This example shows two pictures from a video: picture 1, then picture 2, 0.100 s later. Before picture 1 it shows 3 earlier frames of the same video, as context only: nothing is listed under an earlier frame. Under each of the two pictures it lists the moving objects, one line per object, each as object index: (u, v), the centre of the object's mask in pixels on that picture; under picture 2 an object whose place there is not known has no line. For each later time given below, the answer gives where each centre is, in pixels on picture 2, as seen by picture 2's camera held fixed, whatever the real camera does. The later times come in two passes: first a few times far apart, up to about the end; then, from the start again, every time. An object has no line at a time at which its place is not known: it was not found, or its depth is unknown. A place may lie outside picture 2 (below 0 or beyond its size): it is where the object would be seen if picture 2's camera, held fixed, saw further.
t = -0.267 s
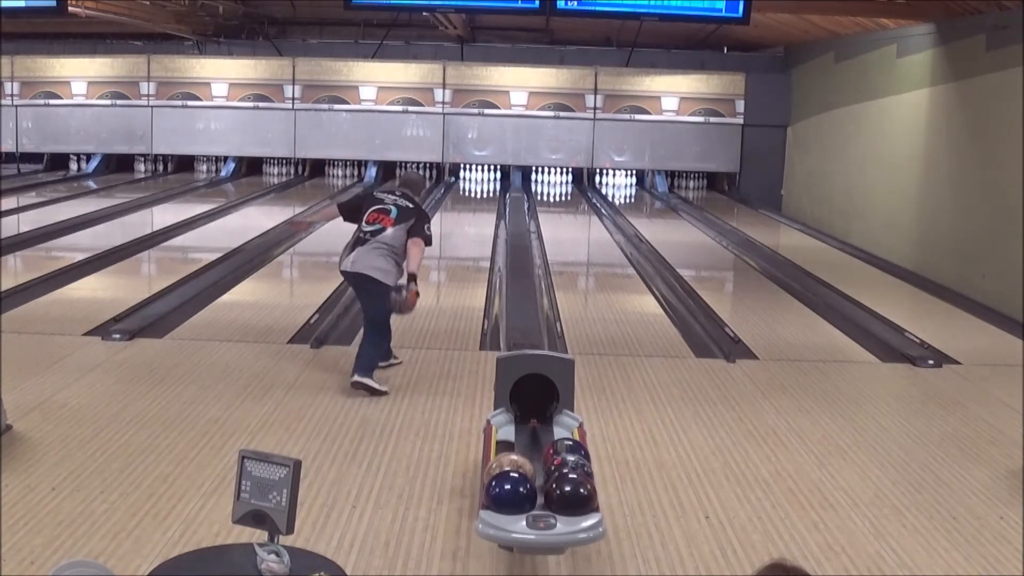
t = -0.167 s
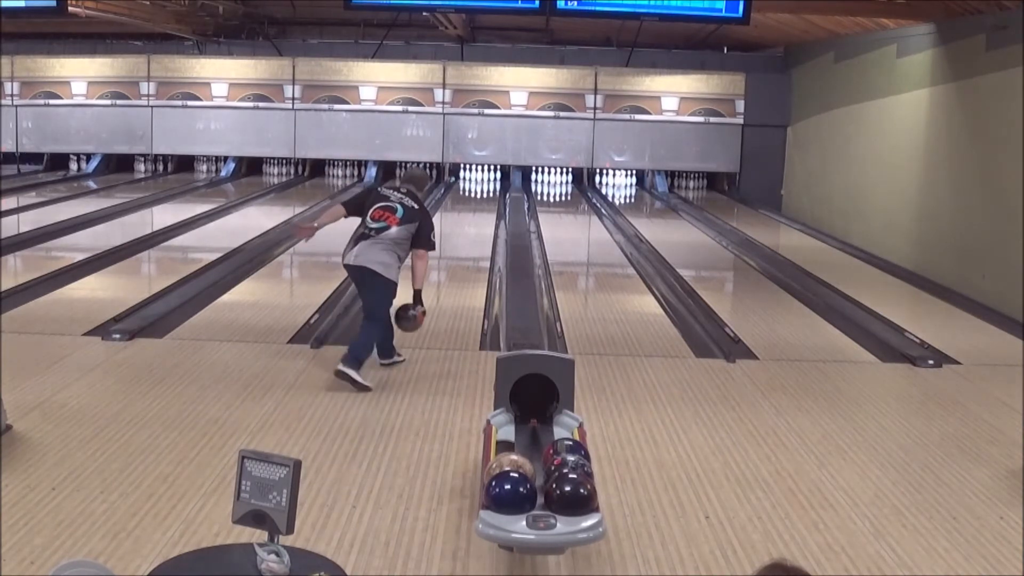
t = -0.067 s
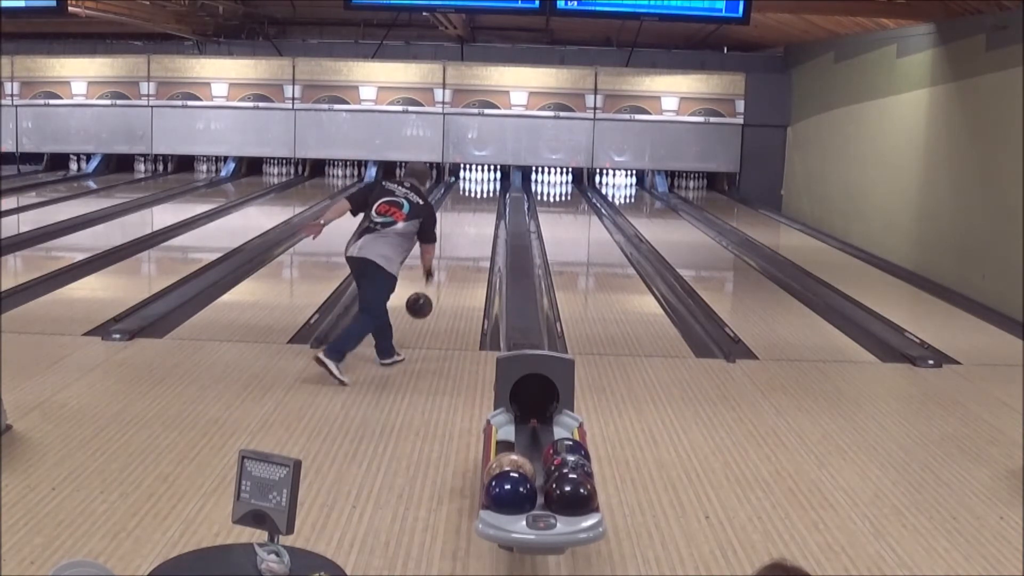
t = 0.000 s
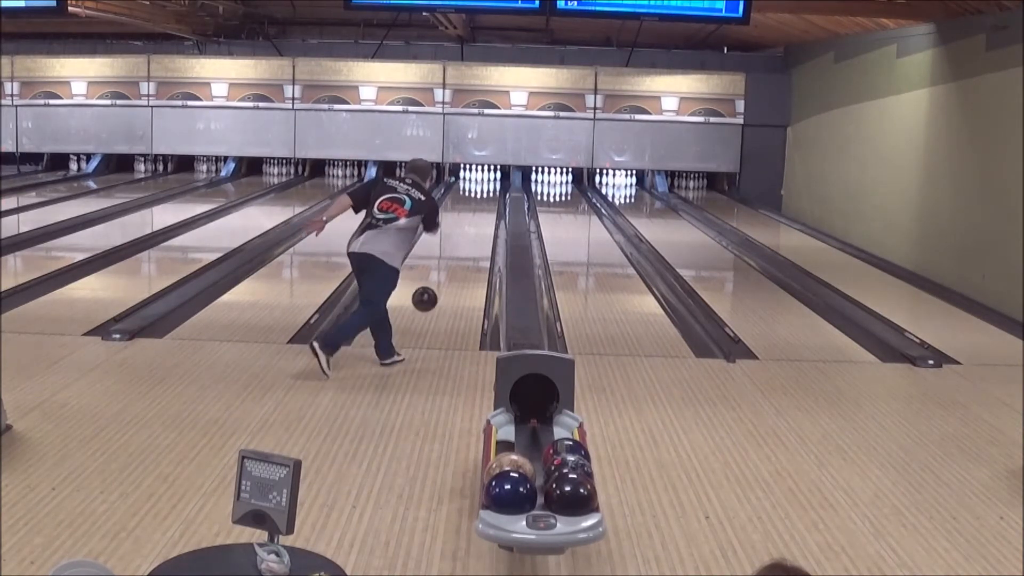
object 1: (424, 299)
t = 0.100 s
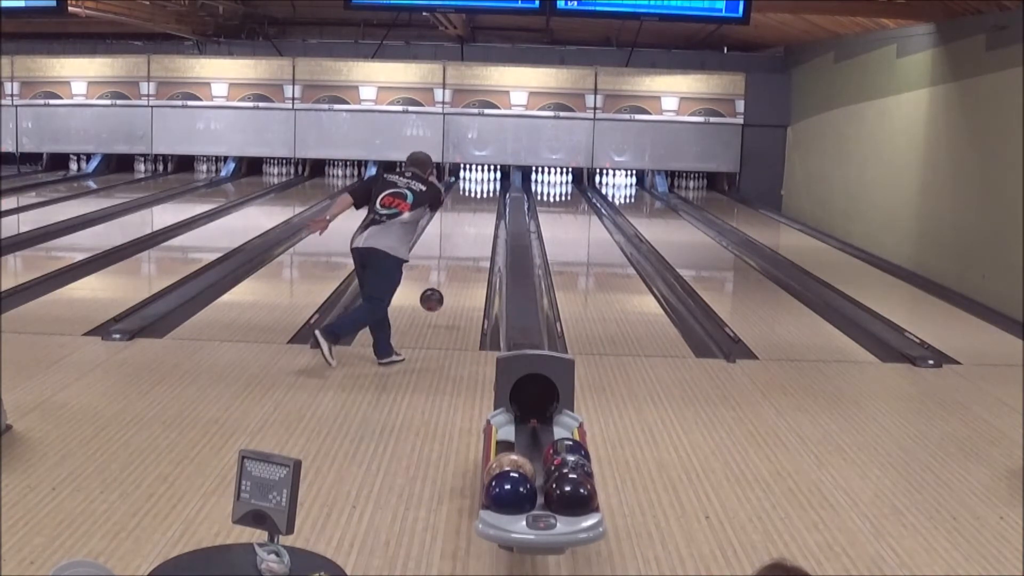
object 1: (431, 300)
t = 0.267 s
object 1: (442, 292)
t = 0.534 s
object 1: (454, 266)
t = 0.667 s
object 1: (459, 255)
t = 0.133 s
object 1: (434, 302)
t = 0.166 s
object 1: (436, 305)
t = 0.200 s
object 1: (438, 300)
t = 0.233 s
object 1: (440, 296)
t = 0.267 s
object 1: (442, 292)
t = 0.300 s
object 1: (443, 289)
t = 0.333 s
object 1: (445, 285)
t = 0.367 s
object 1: (447, 281)
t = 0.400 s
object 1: (448, 278)
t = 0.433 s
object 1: (450, 275)
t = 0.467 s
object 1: (451, 272)
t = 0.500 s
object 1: (453, 268)
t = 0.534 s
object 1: (454, 266)
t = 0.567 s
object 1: (455, 262)
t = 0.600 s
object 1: (457, 260)
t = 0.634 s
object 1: (458, 257)
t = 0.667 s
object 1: (459, 255)
